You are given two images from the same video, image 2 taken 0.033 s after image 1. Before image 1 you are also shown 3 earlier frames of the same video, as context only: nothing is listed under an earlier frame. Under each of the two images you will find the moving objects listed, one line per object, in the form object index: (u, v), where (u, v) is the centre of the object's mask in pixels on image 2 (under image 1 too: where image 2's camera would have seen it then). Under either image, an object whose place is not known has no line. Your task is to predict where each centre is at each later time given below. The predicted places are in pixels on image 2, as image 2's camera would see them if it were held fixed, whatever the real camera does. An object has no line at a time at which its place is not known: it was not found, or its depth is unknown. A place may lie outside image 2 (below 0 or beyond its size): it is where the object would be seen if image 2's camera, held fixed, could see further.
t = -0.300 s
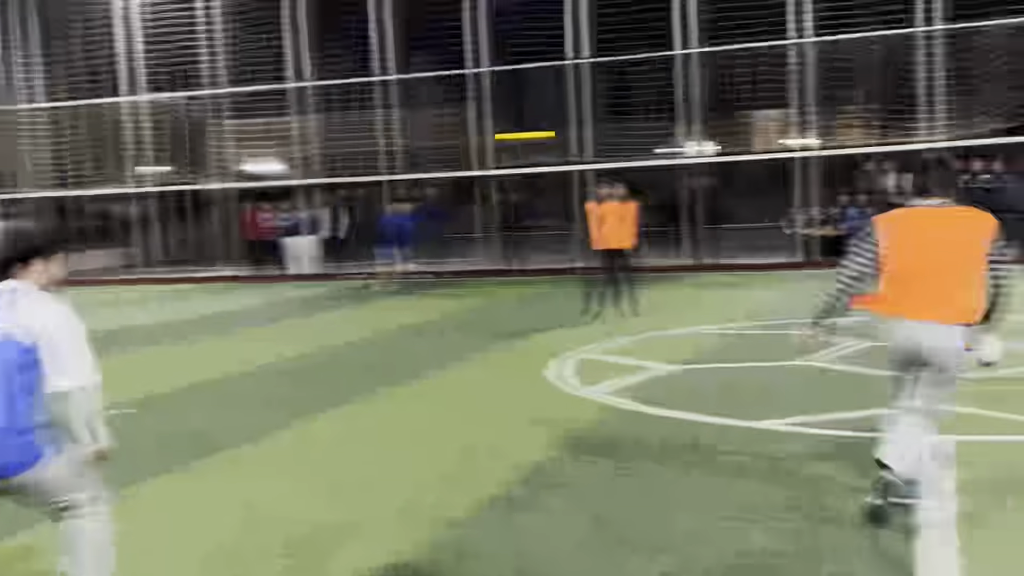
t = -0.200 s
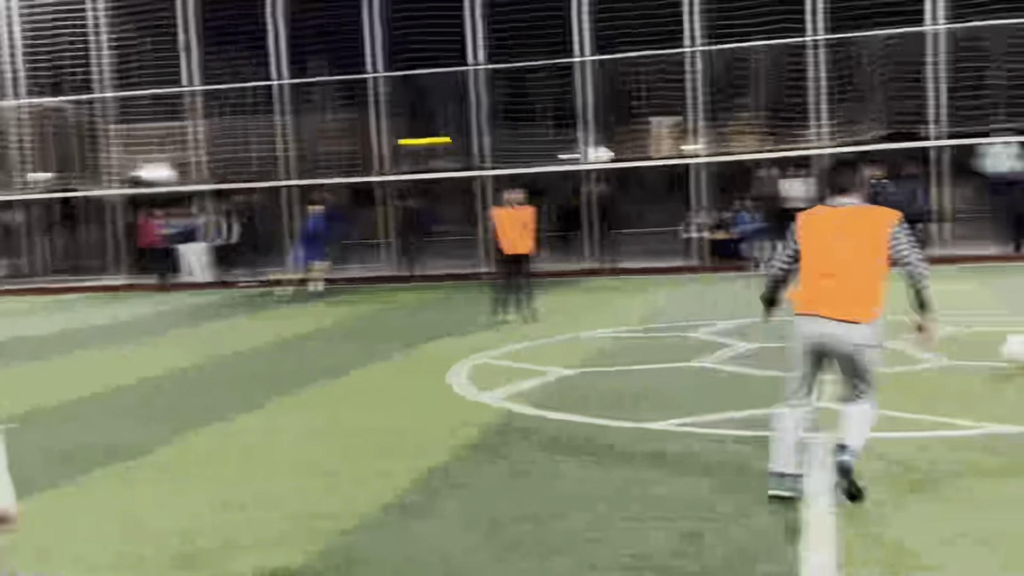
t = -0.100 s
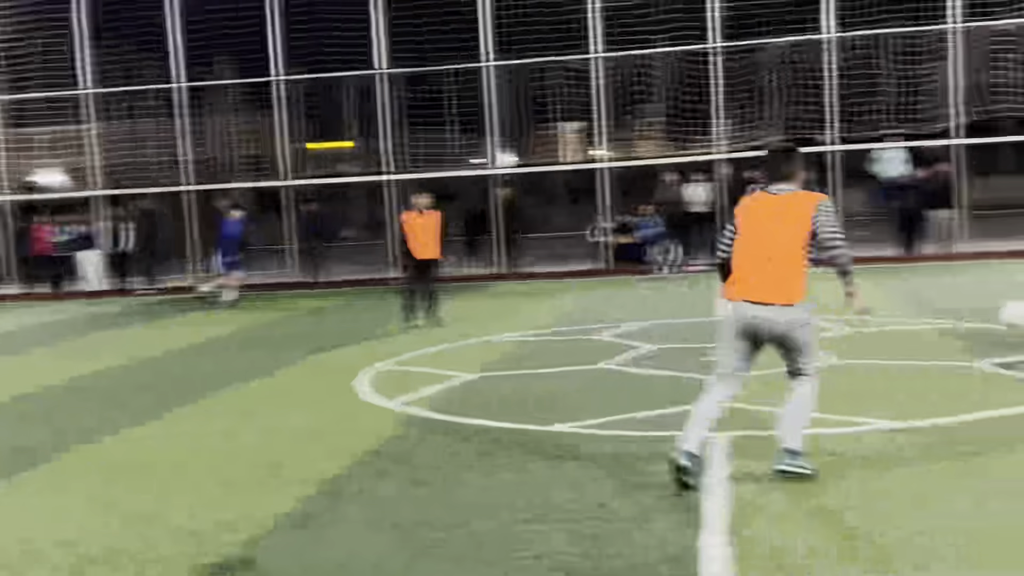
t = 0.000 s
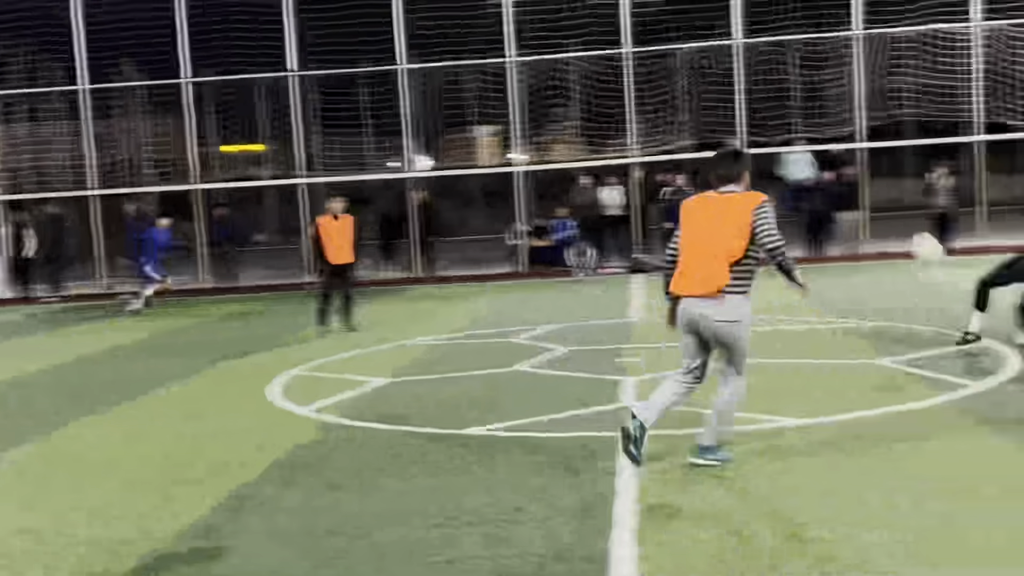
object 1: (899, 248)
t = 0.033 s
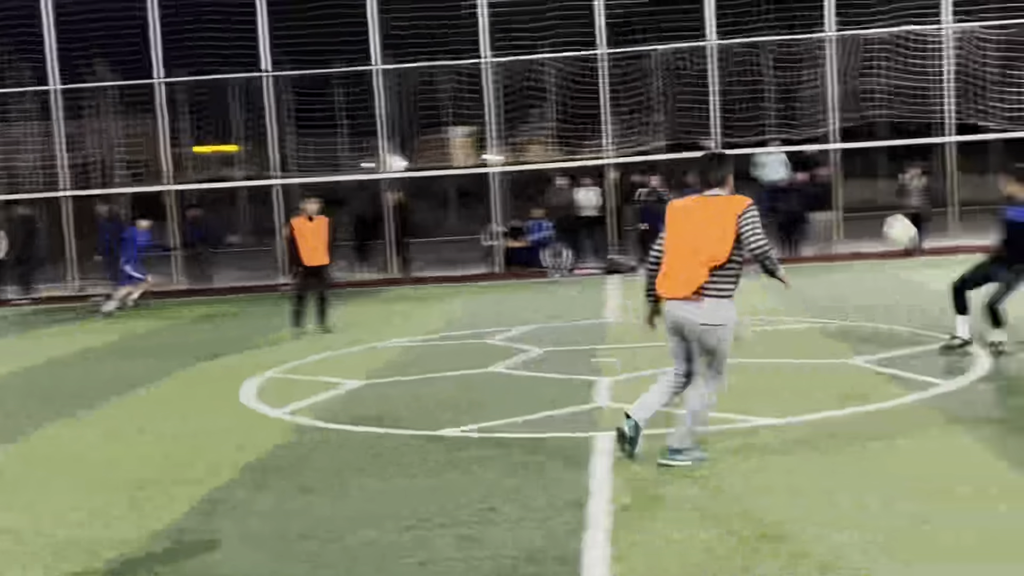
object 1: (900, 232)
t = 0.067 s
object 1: (901, 211)
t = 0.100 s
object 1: (901, 192)
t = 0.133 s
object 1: (902, 176)
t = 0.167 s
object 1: (903, 161)
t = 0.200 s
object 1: (904, 143)
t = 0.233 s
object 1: (905, 130)
